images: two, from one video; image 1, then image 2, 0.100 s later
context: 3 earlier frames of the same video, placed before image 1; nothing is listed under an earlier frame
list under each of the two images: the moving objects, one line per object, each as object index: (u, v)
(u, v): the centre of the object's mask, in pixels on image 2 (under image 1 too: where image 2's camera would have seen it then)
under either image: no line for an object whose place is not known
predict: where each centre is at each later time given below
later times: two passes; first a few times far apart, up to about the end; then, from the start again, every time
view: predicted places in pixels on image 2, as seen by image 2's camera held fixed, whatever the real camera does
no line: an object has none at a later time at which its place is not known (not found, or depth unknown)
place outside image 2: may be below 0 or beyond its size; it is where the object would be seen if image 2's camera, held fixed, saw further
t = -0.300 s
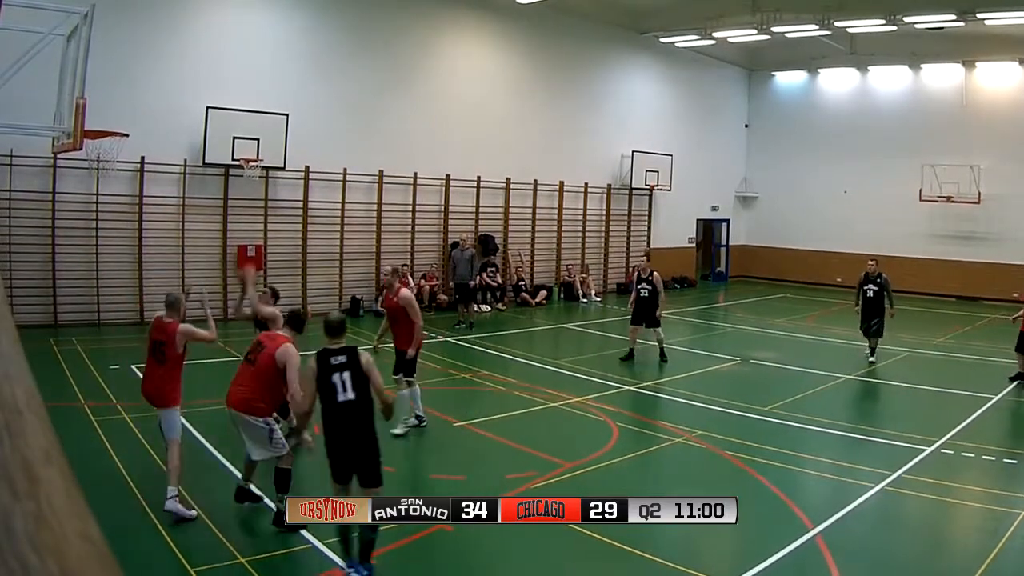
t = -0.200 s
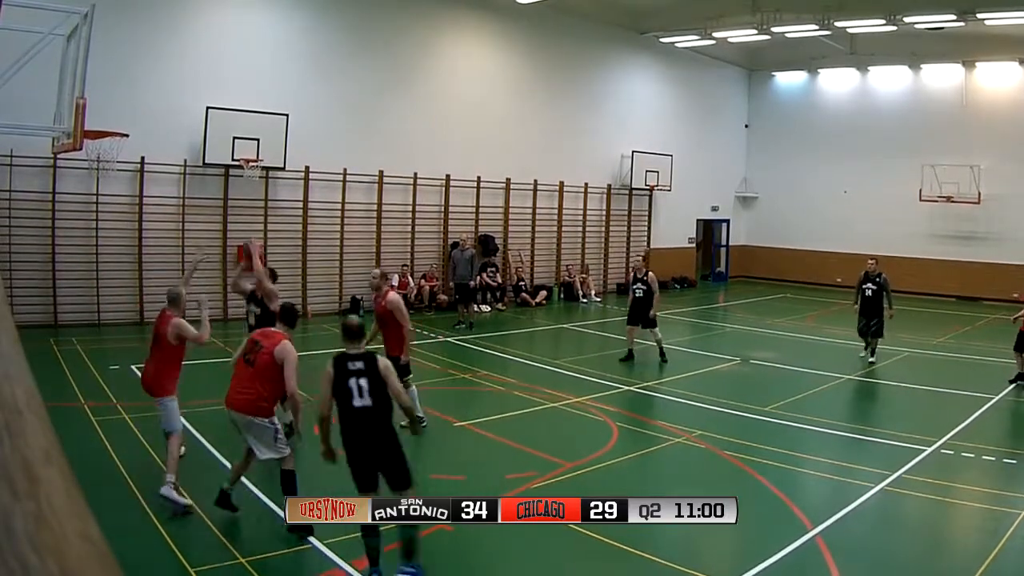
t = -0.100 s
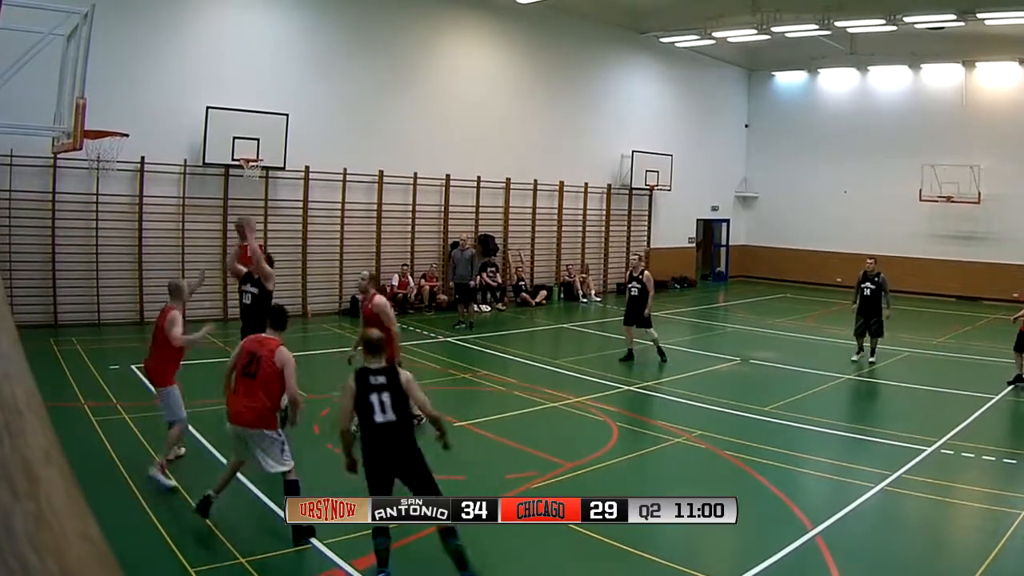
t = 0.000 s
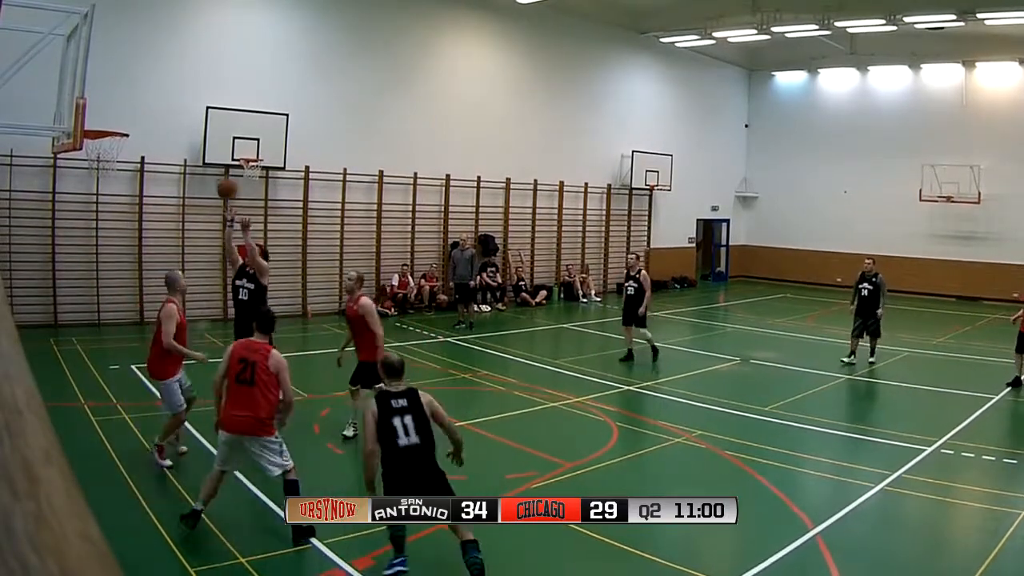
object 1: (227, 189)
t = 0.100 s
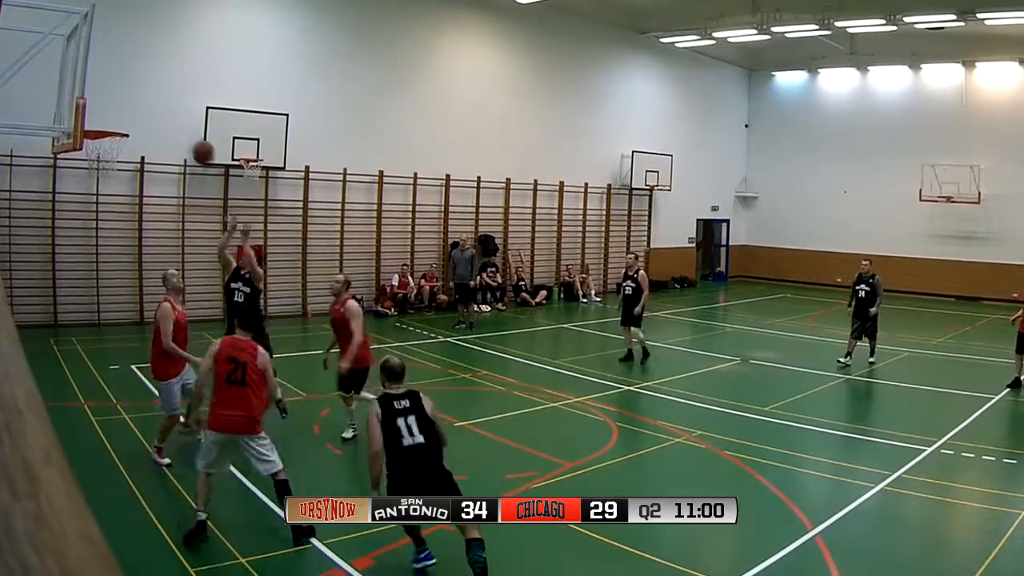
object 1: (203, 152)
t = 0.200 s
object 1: (178, 124)
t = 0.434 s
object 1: (116, 98)
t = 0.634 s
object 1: (98, 121)
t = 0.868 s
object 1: (121, 159)
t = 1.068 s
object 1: (114, 196)
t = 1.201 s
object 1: (109, 248)
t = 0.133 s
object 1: (194, 142)
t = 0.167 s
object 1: (186, 133)
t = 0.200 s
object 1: (178, 124)
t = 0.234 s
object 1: (170, 118)
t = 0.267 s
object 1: (161, 111)
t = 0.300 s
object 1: (153, 106)
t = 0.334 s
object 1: (144, 103)
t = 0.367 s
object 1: (134, 100)
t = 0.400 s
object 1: (125, 99)
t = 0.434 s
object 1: (116, 98)
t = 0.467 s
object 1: (106, 100)
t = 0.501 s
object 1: (96, 101)
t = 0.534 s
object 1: (90, 105)
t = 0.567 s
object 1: (89, 110)
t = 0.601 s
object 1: (93, 116)
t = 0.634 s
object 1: (98, 121)
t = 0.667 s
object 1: (107, 132)
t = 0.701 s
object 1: (113, 145)
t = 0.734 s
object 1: (119, 153)
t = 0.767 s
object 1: (123, 156)
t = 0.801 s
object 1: (123, 157)
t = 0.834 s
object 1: (122, 157)
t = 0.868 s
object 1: (121, 159)
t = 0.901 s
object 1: (120, 162)
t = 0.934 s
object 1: (119, 166)
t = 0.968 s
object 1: (117, 172)
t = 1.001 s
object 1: (117, 179)
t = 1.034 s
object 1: (115, 187)
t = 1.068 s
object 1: (114, 196)
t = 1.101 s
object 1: (112, 207)
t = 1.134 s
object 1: (111, 220)
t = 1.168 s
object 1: (110, 233)
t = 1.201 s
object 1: (109, 248)
